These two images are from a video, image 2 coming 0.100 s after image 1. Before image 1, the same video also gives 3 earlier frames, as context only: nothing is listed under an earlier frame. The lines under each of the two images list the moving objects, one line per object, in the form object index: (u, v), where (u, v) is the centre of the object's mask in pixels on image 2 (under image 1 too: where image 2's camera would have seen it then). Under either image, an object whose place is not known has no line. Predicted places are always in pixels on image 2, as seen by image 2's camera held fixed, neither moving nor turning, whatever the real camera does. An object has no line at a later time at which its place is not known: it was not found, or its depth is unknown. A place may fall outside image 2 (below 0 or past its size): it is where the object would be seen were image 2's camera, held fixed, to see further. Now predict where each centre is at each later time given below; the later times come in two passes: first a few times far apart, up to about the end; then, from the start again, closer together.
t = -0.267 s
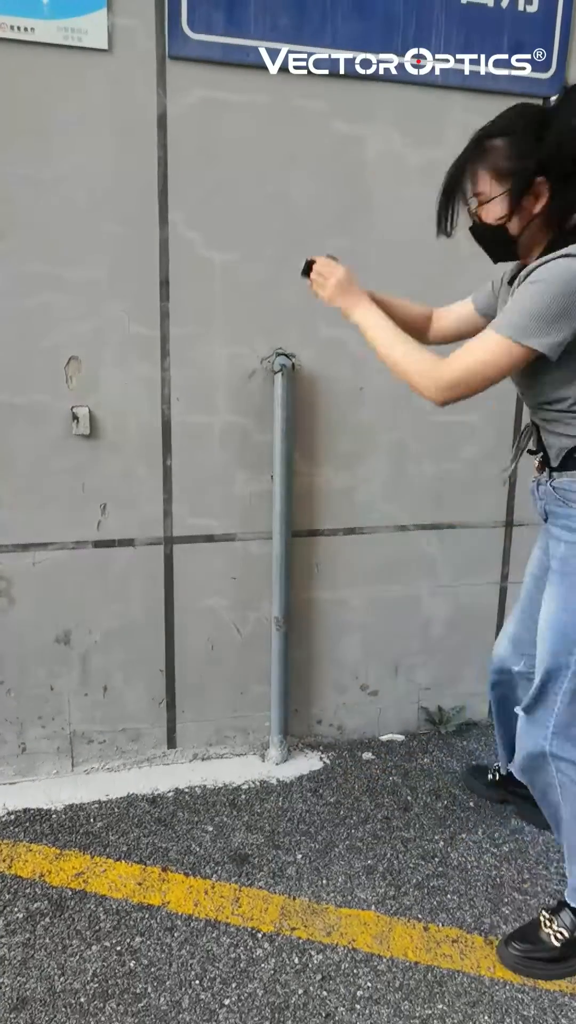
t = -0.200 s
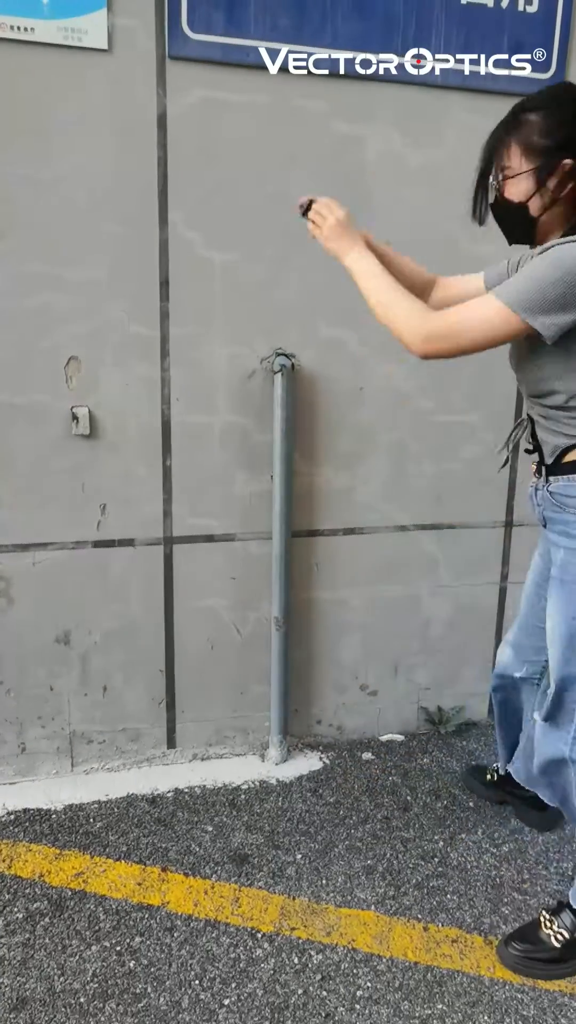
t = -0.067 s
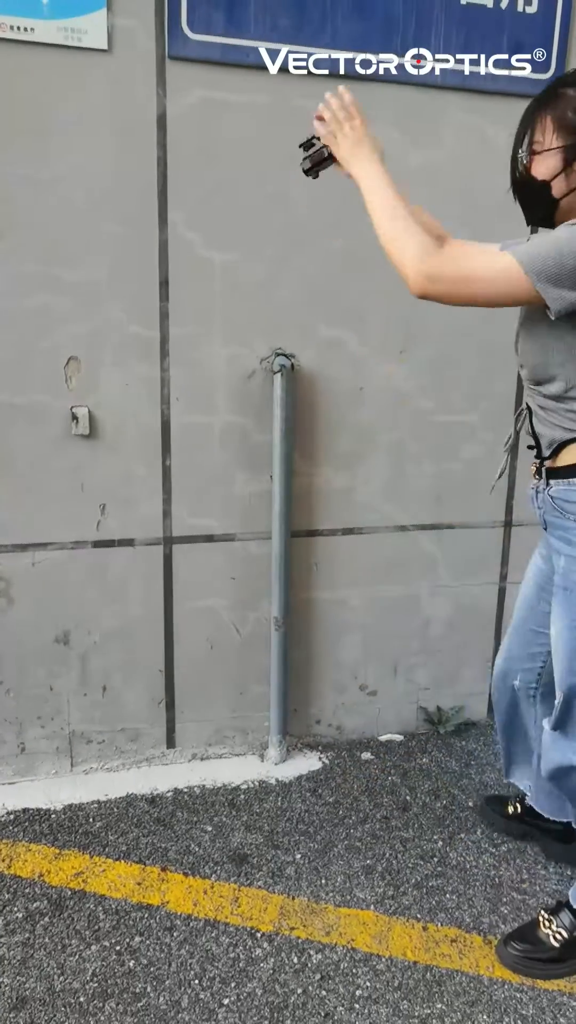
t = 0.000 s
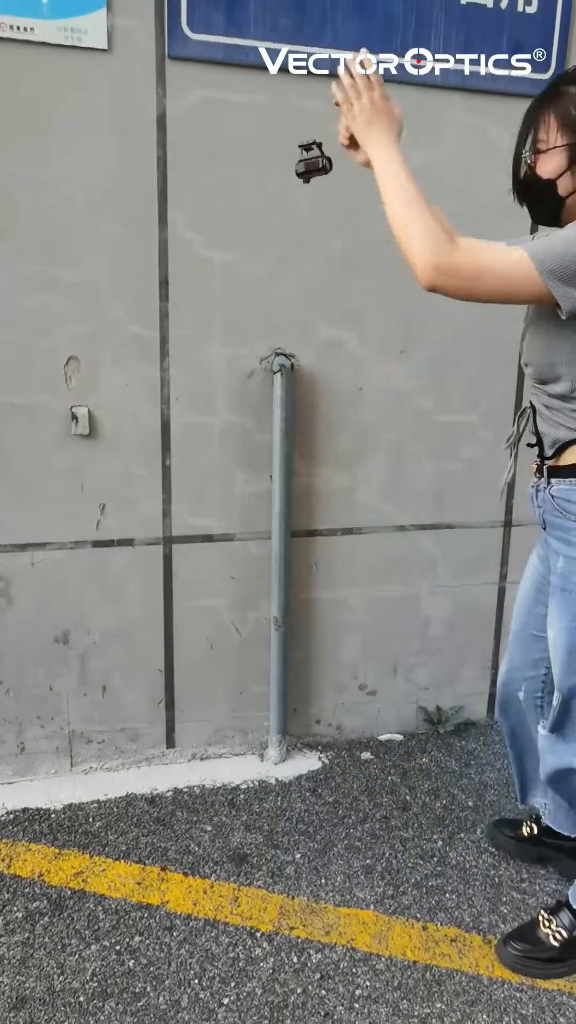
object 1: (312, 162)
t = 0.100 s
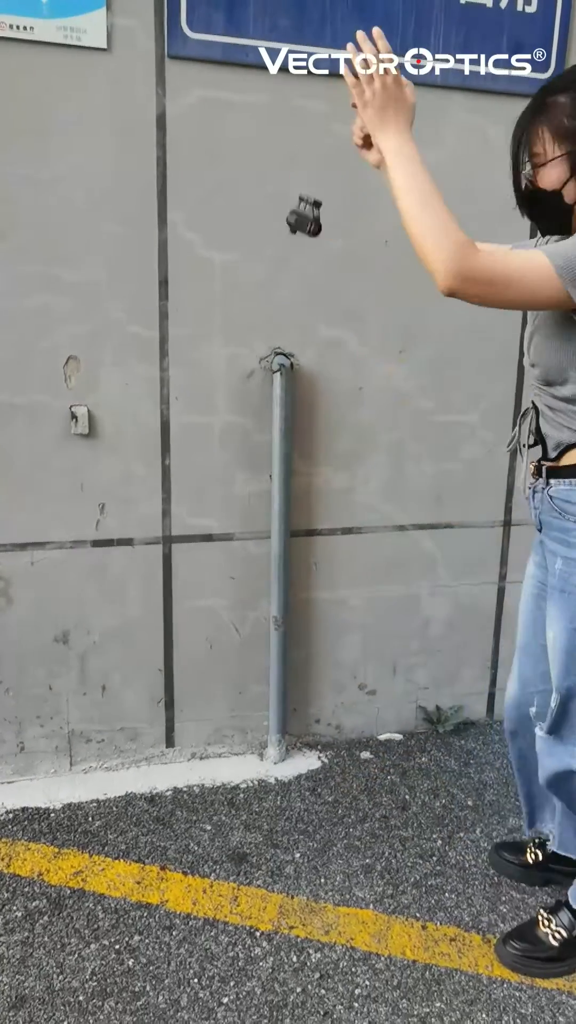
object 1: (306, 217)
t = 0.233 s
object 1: (297, 374)
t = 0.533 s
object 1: (243, 869)
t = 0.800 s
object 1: (62, 863)
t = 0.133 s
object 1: (303, 248)
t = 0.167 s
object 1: (301, 286)
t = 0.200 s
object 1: (298, 328)
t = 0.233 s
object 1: (297, 374)
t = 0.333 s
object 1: (286, 546)
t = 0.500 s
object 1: (267, 884)
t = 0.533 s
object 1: (243, 869)
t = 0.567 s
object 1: (217, 862)
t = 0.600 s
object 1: (191, 862)
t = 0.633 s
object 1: (167, 864)
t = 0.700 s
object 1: (122, 867)
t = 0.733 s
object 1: (101, 862)
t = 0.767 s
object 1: (79, 864)
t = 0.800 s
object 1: (62, 863)
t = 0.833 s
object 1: (45, 858)
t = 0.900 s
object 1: (15, 851)
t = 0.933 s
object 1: (6, 846)
